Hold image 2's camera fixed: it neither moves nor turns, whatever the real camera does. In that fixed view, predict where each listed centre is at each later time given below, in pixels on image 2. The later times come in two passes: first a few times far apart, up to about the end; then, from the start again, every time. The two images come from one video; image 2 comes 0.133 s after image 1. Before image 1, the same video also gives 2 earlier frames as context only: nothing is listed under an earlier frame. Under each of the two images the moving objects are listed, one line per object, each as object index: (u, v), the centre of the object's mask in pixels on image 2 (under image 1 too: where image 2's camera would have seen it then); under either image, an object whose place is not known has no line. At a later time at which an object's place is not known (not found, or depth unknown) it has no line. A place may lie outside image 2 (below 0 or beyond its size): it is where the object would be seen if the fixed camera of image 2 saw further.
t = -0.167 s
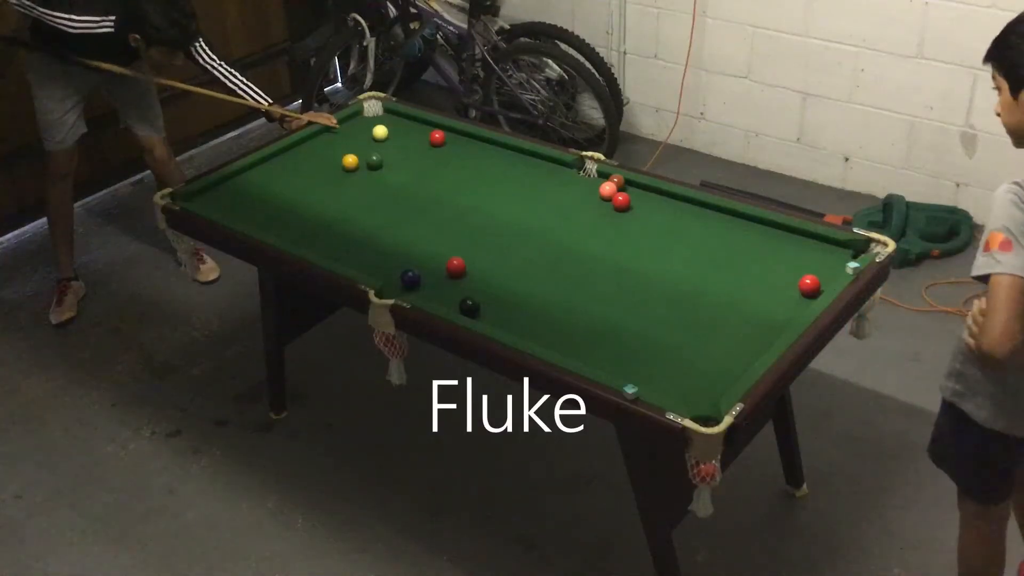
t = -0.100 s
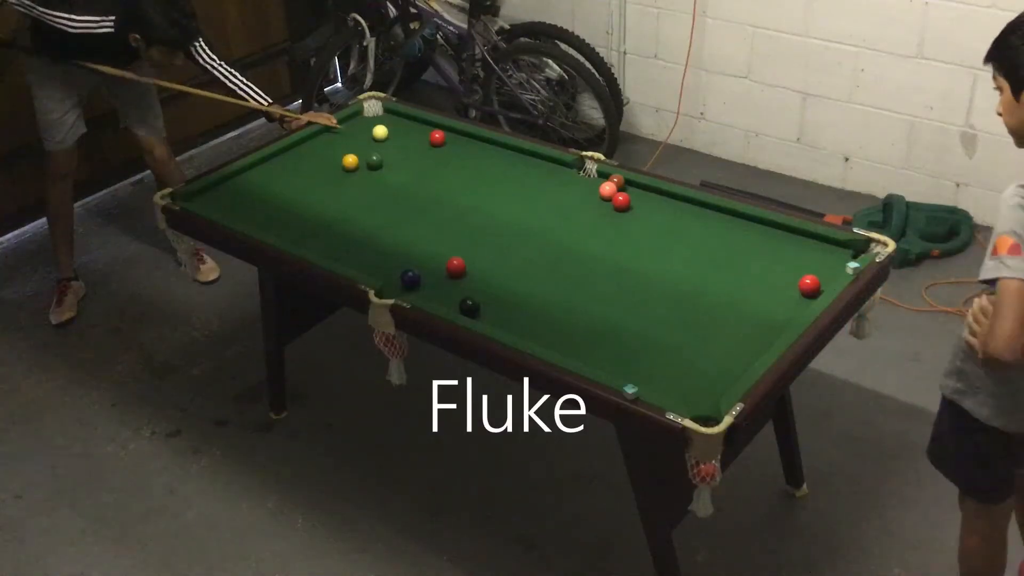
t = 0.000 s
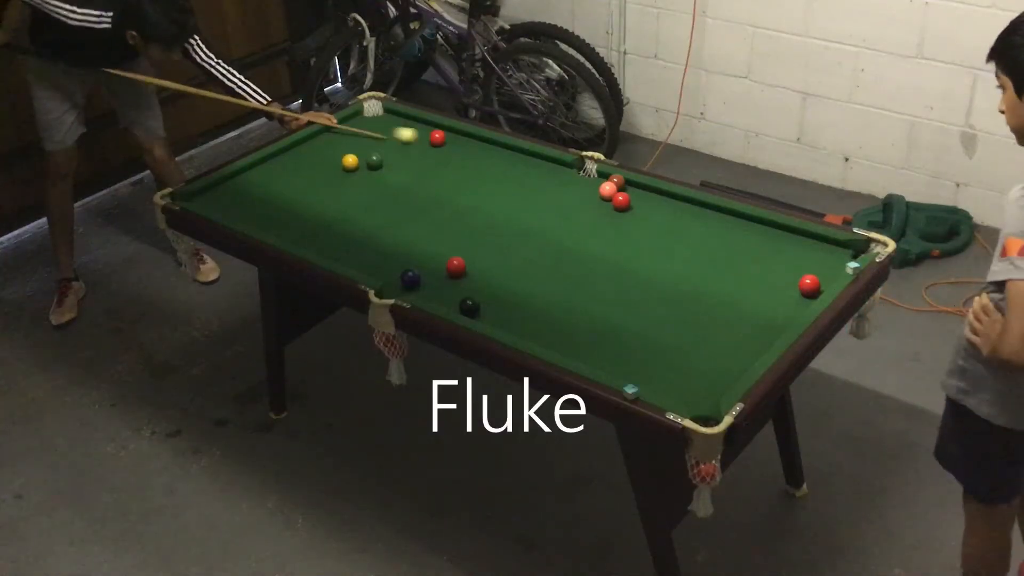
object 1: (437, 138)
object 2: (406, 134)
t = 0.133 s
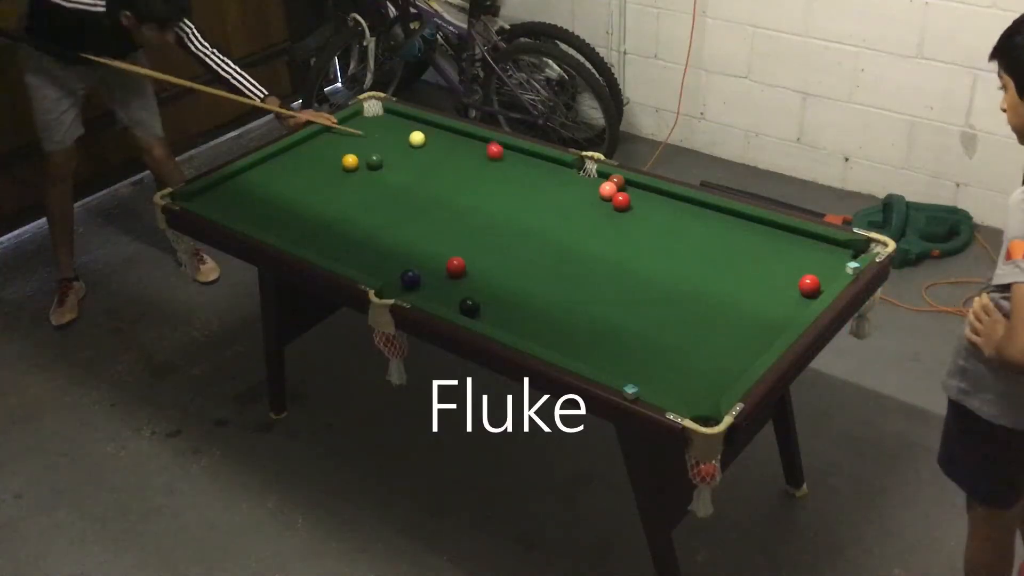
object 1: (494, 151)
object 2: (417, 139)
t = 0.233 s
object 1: (520, 171)
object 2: (412, 140)
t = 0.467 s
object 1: (581, 216)
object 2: (401, 143)
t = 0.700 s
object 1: (650, 268)
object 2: (393, 145)
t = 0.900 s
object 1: (717, 320)
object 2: (388, 146)
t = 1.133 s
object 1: (696, 351)
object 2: (384, 147)
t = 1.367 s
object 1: (603, 355)
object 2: (382, 147)
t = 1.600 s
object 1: (557, 329)
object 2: (382, 147)
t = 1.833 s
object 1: (529, 296)
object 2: (382, 147)
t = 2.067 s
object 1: (504, 266)
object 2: (382, 147)
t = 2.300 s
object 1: (481, 240)
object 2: (381, 147)
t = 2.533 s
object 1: (460, 216)
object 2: (381, 147)
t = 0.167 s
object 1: (503, 158)
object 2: (415, 139)
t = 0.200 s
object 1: (511, 164)
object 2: (413, 139)
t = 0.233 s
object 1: (520, 171)
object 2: (412, 140)
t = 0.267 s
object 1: (528, 177)
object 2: (410, 140)
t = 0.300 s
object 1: (536, 183)
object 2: (409, 141)
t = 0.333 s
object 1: (545, 189)
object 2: (407, 141)
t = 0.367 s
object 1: (554, 196)
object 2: (406, 142)
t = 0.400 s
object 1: (562, 203)
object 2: (404, 142)
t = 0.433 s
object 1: (571, 209)
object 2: (403, 142)
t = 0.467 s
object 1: (581, 216)
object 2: (401, 143)
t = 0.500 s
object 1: (590, 224)
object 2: (400, 143)
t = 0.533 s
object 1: (600, 231)
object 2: (399, 143)
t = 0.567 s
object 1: (609, 238)
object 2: (398, 143)
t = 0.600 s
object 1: (619, 245)
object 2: (396, 144)
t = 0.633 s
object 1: (629, 253)
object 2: (395, 144)
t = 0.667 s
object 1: (640, 261)
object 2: (394, 144)
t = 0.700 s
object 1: (650, 268)
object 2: (393, 145)
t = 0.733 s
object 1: (661, 277)
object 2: (392, 145)
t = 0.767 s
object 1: (671, 285)
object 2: (391, 145)
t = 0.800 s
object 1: (682, 294)
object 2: (390, 145)
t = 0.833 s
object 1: (694, 303)
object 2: (389, 145)
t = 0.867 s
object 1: (705, 311)
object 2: (388, 146)
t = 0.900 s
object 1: (717, 320)
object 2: (388, 146)
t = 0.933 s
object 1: (729, 329)
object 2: (387, 146)
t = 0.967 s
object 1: (741, 338)
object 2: (386, 146)
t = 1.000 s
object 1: (753, 347)
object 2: (385, 147)
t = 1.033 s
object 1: (744, 349)
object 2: (385, 147)
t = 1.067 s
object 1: (727, 350)
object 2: (384, 147)
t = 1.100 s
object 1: (711, 350)
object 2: (384, 147)
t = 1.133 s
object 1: (696, 351)
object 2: (384, 147)
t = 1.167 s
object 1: (683, 351)
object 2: (383, 147)
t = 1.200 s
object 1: (669, 352)
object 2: (383, 147)
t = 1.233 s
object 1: (655, 352)
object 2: (382, 147)
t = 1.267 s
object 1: (643, 353)
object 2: (382, 147)
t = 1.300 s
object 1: (629, 353)
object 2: (382, 147)
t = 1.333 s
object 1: (617, 354)
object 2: (382, 147)
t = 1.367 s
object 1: (603, 355)
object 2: (382, 147)
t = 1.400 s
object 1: (590, 354)
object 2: (382, 147)
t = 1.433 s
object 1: (577, 353)
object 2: (382, 147)
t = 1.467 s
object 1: (573, 349)
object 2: (382, 147)
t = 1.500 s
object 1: (569, 345)
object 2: (382, 147)
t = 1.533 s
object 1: (565, 340)
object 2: (381, 147)
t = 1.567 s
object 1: (560, 335)
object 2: (381, 147)
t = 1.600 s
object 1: (557, 329)
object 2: (382, 147)
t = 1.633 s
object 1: (552, 324)
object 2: (381, 147)
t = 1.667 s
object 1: (548, 319)
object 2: (381, 147)
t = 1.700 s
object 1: (544, 315)
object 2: (382, 147)
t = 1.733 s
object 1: (540, 310)
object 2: (381, 147)
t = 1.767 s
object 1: (536, 305)
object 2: (381, 147)
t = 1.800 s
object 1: (533, 301)
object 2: (382, 147)
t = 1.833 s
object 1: (529, 296)
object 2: (382, 147)
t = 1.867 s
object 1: (526, 292)
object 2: (381, 147)
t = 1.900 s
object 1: (522, 287)
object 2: (382, 147)
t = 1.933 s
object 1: (518, 282)
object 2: (381, 147)
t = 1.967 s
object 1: (515, 278)
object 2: (381, 147)
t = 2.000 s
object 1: (511, 274)
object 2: (381, 147)
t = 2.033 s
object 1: (507, 270)
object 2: (381, 147)
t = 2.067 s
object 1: (504, 266)
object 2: (382, 147)
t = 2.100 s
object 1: (501, 262)
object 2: (381, 147)
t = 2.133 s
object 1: (497, 258)
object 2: (381, 147)
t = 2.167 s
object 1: (494, 254)
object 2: (381, 147)
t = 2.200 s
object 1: (491, 251)
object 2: (381, 147)
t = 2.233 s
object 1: (488, 247)
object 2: (381, 147)
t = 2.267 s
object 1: (485, 243)
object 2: (381, 147)
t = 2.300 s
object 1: (481, 240)
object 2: (381, 147)
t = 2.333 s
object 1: (478, 236)
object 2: (381, 147)
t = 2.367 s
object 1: (475, 232)
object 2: (381, 147)
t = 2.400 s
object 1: (472, 229)
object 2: (381, 147)
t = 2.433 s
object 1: (469, 225)
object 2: (381, 147)
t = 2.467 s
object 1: (466, 222)
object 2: (381, 147)
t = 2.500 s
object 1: (463, 219)
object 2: (381, 147)
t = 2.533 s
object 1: (460, 216)
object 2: (381, 147)
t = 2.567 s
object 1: (457, 212)
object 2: (381, 147)
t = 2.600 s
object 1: (455, 209)
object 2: (381, 147)
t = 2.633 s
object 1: (452, 206)
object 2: (382, 147)
